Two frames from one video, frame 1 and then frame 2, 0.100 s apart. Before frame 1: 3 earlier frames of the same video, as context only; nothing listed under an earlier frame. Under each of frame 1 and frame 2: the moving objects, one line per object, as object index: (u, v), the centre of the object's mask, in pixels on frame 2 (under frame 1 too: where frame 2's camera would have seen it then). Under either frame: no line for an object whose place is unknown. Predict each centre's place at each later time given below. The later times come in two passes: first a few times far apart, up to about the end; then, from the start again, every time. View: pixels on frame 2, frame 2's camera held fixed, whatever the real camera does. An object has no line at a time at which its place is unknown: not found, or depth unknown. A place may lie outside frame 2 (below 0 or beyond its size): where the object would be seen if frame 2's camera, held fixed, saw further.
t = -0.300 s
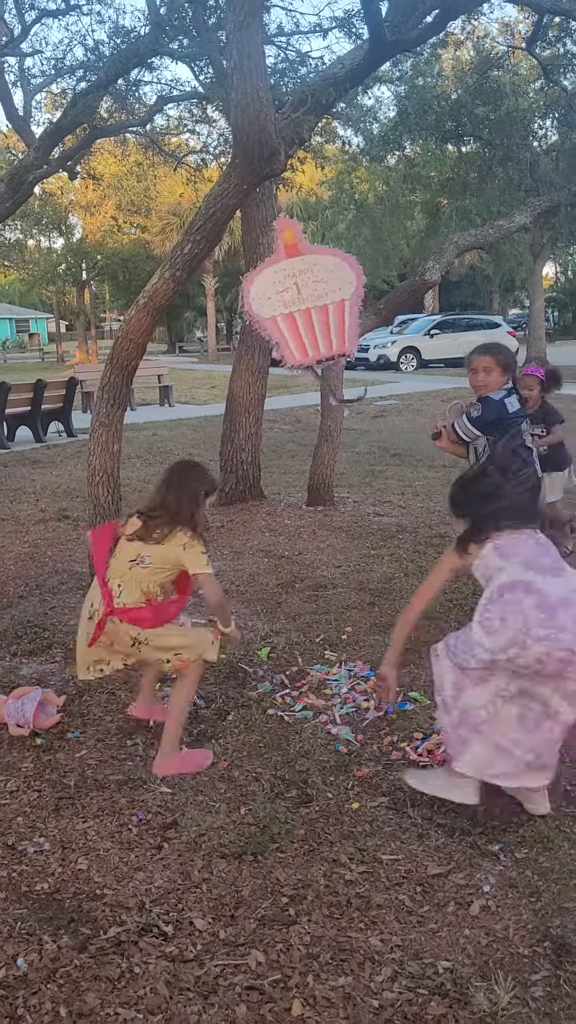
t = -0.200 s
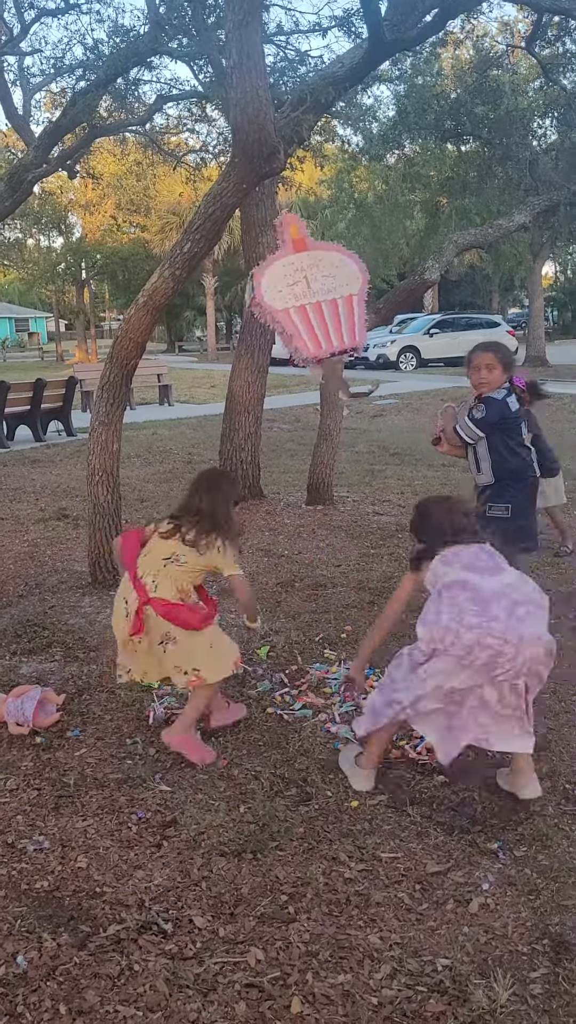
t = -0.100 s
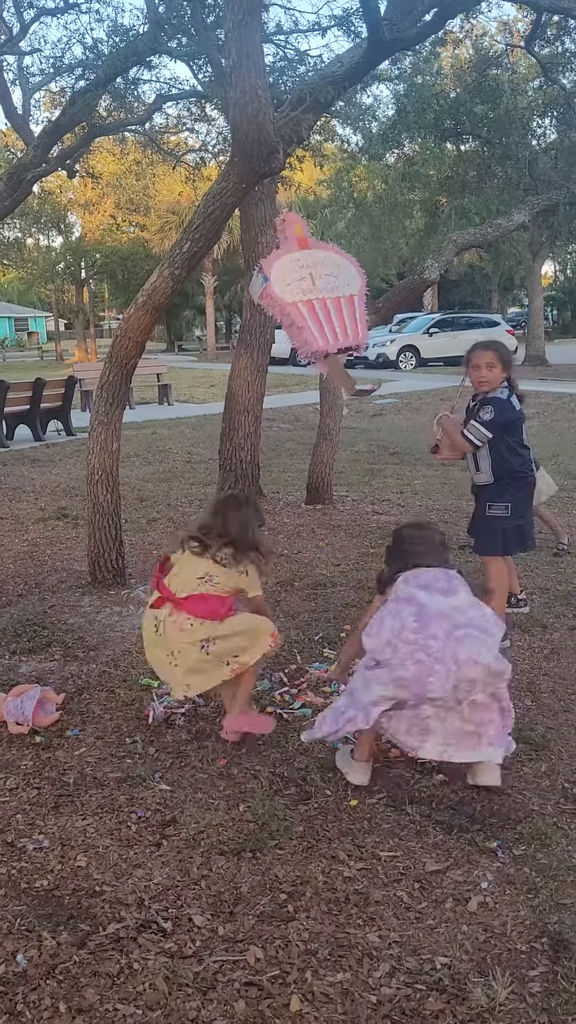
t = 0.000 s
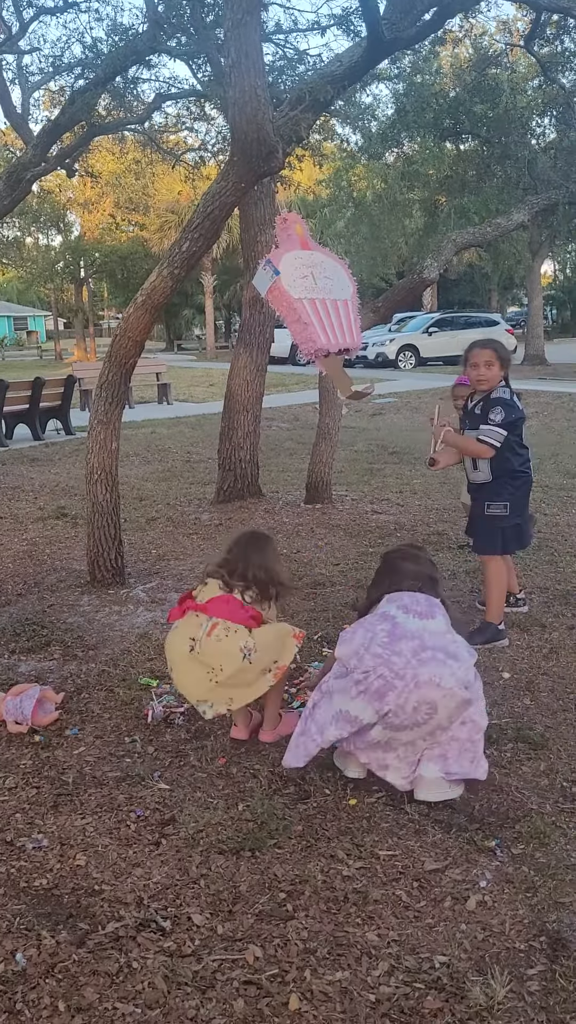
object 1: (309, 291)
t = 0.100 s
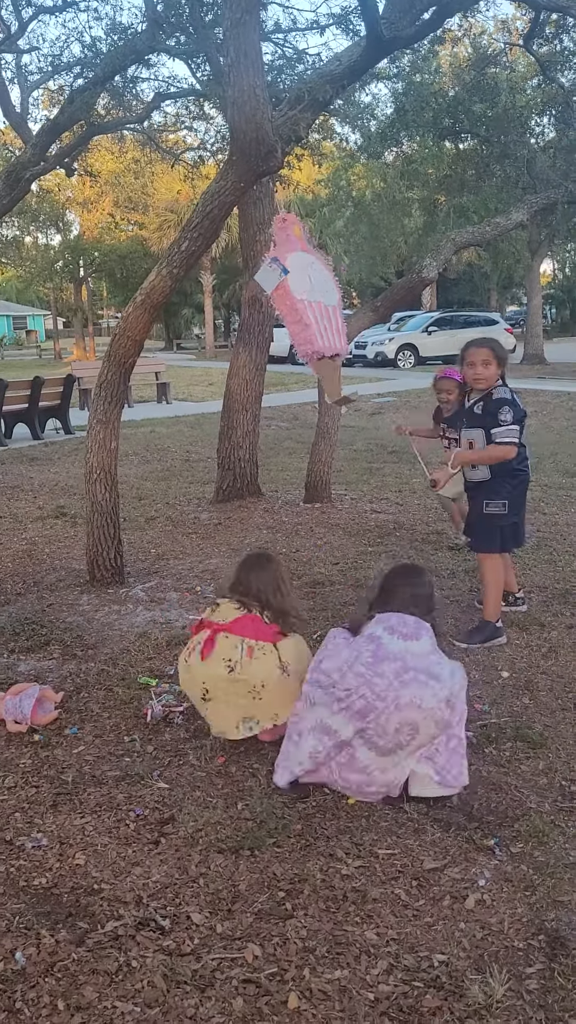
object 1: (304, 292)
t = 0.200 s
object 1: (295, 294)
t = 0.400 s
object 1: (275, 296)
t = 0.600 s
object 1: (257, 300)
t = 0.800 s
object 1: (249, 298)
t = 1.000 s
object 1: (251, 300)
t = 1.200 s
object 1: (262, 303)
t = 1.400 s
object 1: (276, 302)
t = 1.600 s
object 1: (286, 300)
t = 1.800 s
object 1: (285, 299)
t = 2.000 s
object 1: (274, 302)
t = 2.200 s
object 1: (261, 303)
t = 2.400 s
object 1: (253, 301)
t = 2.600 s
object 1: (252, 300)
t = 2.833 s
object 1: (264, 298)
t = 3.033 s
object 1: (279, 294)
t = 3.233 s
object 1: (290, 296)
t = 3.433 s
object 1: (293, 296)
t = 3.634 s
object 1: (286, 299)
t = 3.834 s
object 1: (274, 301)
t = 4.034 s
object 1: (265, 302)
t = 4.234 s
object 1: (262, 301)
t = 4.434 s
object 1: (268, 302)
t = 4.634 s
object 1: (280, 302)
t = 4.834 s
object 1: (290, 300)
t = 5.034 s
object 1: (294, 299)
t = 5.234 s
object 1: (288, 300)
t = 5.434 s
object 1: (277, 301)
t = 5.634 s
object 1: (267, 302)
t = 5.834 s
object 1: (262, 301)
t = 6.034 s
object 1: (265, 301)
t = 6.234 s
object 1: (273, 301)
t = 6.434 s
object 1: (283, 302)
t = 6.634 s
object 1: (290, 301)
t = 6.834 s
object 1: (288, 301)
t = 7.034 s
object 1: (280, 302)
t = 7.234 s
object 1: (270, 304)
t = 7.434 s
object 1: (265, 303)
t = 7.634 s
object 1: (266, 302)
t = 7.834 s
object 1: (273, 302)
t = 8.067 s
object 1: (282, 302)
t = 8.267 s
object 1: (286, 301)
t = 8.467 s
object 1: (286, 301)
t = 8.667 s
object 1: (281, 302)
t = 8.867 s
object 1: (274, 302)
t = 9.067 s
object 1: (270, 301)
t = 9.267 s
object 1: (270, 302)
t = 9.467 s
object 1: (275, 301)
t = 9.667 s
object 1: (280, 301)
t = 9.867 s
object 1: (284, 301)
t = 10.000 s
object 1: (285, 301)
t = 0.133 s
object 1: (301, 293)
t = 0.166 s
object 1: (298, 294)
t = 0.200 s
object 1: (295, 294)
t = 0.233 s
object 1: (291, 295)
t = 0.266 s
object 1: (288, 295)
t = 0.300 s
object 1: (284, 295)
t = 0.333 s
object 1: (281, 294)
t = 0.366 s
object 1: (277, 296)
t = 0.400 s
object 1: (275, 296)
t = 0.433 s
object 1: (272, 298)
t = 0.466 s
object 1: (268, 300)
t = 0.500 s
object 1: (265, 300)
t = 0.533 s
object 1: (262, 301)
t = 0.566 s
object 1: (260, 301)
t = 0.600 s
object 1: (257, 300)
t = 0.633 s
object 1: (255, 300)
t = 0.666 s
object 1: (253, 299)
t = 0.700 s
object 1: (252, 299)
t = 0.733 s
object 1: (250, 299)
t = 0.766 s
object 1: (250, 298)
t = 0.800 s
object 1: (249, 298)
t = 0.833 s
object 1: (248, 298)
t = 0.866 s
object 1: (248, 299)
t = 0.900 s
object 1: (248, 299)
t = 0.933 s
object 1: (249, 299)
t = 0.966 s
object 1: (250, 300)
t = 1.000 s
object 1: (251, 300)
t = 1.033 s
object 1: (251, 302)
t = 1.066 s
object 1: (253, 302)
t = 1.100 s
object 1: (256, 302)
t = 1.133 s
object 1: (257, 303)
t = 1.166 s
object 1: (260, 303)
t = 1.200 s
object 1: (262, 303)
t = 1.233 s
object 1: (265, 303)
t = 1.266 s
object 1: (267, 303)
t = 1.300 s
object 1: (270, 303)
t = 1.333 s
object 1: (272, 303)
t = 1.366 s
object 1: (274, 303)
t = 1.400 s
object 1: (276, 302)
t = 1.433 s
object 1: (278, 302)
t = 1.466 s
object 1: (281, 302)
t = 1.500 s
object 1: (282, 301)
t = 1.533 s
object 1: (284, 300)
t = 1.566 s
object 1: (285, 301)
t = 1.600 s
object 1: (286, 300)
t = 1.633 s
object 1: (287, 299)
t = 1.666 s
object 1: (287, 299)
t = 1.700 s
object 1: (287, 299)
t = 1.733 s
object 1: (287, 299)
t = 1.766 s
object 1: (286, 299)
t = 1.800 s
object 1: (285, 299)
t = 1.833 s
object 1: (284, 300)
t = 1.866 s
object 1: (282, 300)
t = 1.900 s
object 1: (281, 301)
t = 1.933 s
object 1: (279, 301)
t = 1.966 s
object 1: (277, 301)
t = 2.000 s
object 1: (274, 302)
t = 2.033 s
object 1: (272, 302)
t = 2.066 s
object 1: (270, 302)
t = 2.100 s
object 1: (267, 303)
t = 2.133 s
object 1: (265, 303)
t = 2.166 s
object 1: (263, 303)
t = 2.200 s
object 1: (261, 303)
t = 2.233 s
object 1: (259, 303)
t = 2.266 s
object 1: (258, 303)
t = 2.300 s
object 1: (256, 302)
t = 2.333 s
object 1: (255, 302)
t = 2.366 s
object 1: (254, 302)
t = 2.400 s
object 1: (253, 301)
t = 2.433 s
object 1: (252, 301)
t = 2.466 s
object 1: (252, 300)
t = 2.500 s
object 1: (252, 300)
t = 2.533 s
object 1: (251, 300)
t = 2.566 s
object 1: (252, 300)
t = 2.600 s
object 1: (252, 300)
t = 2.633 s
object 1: (254, 300)
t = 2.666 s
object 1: (255, 300)
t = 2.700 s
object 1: (256, 300)
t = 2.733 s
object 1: (258, 300)
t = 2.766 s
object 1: (260, 299)
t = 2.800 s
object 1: (262, 299)
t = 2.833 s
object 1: (264, 298)
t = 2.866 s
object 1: (266, 298)
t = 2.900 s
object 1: (268, 298)
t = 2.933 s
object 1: (271, 297)
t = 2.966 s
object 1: (274, 294)
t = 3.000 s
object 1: (276, 294)
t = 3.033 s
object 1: (279, 294)
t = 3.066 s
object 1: (281, 295)
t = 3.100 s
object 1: (283, 296)
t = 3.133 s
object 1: (285, 296)
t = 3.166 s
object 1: (287, 296)
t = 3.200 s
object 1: (288, 296)
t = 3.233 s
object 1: (290, 296)
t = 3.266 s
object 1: (291, 296)
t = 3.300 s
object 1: (293, 296)
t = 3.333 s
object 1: (293, 296)
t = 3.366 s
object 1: (293, 296)
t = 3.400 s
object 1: (293, 296)
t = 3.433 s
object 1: (293, 296)
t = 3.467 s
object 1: (292, 297)
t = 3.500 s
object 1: (292, 297)
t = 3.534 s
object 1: (291, 298)
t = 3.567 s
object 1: (290, 298)
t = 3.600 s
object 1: (288, 299)
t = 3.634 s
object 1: (286, 299)
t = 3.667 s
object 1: (284, 300)
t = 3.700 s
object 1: (282, 301)
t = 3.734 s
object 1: (280, 301)
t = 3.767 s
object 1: (278, 301)
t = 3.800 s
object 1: (276, 301)
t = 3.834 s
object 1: (274, 301)
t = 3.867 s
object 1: (272, 302)
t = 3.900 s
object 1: (271, 301)
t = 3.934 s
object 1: (269, 302)
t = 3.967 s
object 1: (268, 302)
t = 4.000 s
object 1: (266, 302)
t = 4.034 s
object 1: (265, 302)
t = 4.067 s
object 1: (264, 301)
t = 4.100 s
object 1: (263, 301)
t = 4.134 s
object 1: (263, 301)
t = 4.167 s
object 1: (262, 301)
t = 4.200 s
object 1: (262, 301)
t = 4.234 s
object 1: (262, 301)
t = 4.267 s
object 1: (263, 302)
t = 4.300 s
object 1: (264, 302)
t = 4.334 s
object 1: (265, 302)
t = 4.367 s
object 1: (265, 302)
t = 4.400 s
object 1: (267, 302)
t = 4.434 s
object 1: (268, 302)
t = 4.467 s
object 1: (270, 302)
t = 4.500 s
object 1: (272, 302)
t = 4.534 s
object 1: (274, 302)
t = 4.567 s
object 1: (276, 302)
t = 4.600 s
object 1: (278, 302)
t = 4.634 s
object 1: (280, 302)
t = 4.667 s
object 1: (282, 302)
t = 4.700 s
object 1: (284, 301)
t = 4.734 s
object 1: (285, 301)
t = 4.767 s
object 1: (287, 301)
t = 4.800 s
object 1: (288, 300)
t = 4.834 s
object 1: (290, 300)
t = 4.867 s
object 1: (291, 300)
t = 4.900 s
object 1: (292, 299)
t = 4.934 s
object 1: (293, 299)
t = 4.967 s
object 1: (293, 299)
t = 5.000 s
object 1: (294, 299)
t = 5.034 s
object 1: (294, 299)
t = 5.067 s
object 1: (294, 299)
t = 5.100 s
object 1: (293, 299)
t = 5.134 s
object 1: (292, 299)
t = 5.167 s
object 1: (291, 300)
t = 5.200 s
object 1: (290, 300)
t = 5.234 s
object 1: (288, 300)
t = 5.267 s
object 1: (287, 301)
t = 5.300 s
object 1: (285, 301)
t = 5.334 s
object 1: (283, 301)
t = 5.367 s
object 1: (281, 301)
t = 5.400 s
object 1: (279, 301)
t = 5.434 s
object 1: (277, 301)
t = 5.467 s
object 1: (275, 301)
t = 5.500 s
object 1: (274, 301)
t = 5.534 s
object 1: (272, 302)
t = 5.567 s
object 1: (270, 302)
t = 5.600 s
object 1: (268, 302)
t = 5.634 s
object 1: (267, 302)
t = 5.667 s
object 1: (265, 302)
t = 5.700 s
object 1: (264, 301)
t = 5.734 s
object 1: (263, 301)
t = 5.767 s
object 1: (263, 301)
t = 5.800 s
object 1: (262, 301)
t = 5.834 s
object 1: (262, 301)
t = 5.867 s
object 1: (262, 301)
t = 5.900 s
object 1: (262, 301)
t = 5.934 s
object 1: (263, 301)
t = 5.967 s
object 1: (263, 301)
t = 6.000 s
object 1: (263, 301)
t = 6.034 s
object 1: (265, 301)
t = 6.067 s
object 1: (266, 301)
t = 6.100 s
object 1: (267, 301)
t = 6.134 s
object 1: (268, 302)
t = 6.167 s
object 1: (270, 302)
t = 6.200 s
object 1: (272, 302)
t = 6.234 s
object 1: (273, 301)
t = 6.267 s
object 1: (275, 301)
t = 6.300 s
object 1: (277, 301)
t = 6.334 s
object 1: (278, 301)
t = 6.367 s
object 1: (280, 301)
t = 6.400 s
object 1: (282, 301)
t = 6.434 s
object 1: (283, 302)
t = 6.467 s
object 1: (286, 301)
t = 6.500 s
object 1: (287, 301)
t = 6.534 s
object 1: (288, 301)
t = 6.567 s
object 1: (289, 301)
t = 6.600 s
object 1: (289, 301)
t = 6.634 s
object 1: (290, 301)
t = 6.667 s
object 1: (290, 301)
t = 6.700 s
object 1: (290, 301)
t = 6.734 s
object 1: (290, 300)
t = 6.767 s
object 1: (290, 301)
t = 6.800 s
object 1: (289, 301)
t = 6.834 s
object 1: (288, 301)
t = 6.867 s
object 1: (287, 301)
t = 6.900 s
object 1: (286, 301)
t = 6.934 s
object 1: (285, 302)
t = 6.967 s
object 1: (284, 302)
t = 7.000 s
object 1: (282, 302)
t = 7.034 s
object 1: (280, 302)
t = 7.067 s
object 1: (279, 302)
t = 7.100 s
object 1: (278, 302)
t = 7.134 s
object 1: (274, 302)
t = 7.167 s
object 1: (275, 303)
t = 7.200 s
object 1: (273, 303)
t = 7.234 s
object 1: (270, 304)
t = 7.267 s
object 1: (269, 303)
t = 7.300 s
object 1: (268, 302)
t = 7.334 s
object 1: (267, 303)
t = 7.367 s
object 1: (266, 303)
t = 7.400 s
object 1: (266, 303)
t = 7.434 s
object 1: (265, 303)
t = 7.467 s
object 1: (265, 303)
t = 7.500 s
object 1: (265, 303)
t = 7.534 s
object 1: (265, 302)
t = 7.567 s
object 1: (265, 303)
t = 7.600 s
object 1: (265, 302)
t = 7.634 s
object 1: (266, 302)
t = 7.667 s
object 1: (266, 303)
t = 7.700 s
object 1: (267, 303)
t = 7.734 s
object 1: (268, 302)
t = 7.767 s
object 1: (269, 302)
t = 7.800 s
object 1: (271, 302)
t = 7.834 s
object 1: (273, 302)
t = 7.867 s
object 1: (275, 302)
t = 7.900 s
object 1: (275, 302)
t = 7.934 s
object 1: (276, 302)
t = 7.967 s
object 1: (278, 302)
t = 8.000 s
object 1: (279, 302)
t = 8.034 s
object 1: (281, 302)
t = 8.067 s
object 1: (282, 302)
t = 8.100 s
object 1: (283, 302)
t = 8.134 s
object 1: (284, 301)
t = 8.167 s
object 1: (285, 302)
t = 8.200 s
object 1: (285, 301)
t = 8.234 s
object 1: (286, 301)
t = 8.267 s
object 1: (286, 301)
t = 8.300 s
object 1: (287, 301)
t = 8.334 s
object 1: (287, 301)
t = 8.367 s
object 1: (287, 301)
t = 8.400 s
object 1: (287, 301)
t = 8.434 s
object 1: (287, 301)
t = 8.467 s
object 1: (286, 301)
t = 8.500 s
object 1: (286, 301)
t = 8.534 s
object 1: (285, 301)
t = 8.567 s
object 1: (284, 301)
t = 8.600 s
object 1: (283, 301)
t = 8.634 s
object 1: (282, 302)
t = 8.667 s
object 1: (281, 302)
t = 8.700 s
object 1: (280, 302)
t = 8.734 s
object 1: (279, 301)
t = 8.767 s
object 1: (278, 302)
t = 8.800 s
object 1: (276, 302)
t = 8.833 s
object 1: (275, 302)
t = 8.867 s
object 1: (274, 302)
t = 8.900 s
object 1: (273, 302)
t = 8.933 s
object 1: (272, 301)
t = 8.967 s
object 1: (272, 301)
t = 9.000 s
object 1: (271, 301)
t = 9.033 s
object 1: (270, 302)
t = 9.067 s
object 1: (270, 301)
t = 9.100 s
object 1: (270, 302)
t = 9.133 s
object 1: (270, 302)
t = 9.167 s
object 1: (270, 302)
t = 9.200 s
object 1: (272, 302)
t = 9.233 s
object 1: (272, 302)
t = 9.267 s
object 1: (270, 302)
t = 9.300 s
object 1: (271, 302)
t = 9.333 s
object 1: (272, 301)
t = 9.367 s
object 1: (272, 301)
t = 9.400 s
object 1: (273, 301)
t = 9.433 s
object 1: (274, 301)
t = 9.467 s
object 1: (275, 301)
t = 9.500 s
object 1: (276, 301)
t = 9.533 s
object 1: (278, 301)
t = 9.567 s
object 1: (278, 301)
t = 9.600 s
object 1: (279, 301)
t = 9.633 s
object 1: (280, 301)
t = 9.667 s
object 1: (280, 301)
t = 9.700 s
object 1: (281, 301)
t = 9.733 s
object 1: (282, 301)
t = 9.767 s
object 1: (283, 301)
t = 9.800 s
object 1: (283, 301)
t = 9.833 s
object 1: (284, 301)
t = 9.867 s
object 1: (284, 301)
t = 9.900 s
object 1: (284, 301)
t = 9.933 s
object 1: (284, 301)
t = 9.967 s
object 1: (284, 301)
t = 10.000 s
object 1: (285, 301)
